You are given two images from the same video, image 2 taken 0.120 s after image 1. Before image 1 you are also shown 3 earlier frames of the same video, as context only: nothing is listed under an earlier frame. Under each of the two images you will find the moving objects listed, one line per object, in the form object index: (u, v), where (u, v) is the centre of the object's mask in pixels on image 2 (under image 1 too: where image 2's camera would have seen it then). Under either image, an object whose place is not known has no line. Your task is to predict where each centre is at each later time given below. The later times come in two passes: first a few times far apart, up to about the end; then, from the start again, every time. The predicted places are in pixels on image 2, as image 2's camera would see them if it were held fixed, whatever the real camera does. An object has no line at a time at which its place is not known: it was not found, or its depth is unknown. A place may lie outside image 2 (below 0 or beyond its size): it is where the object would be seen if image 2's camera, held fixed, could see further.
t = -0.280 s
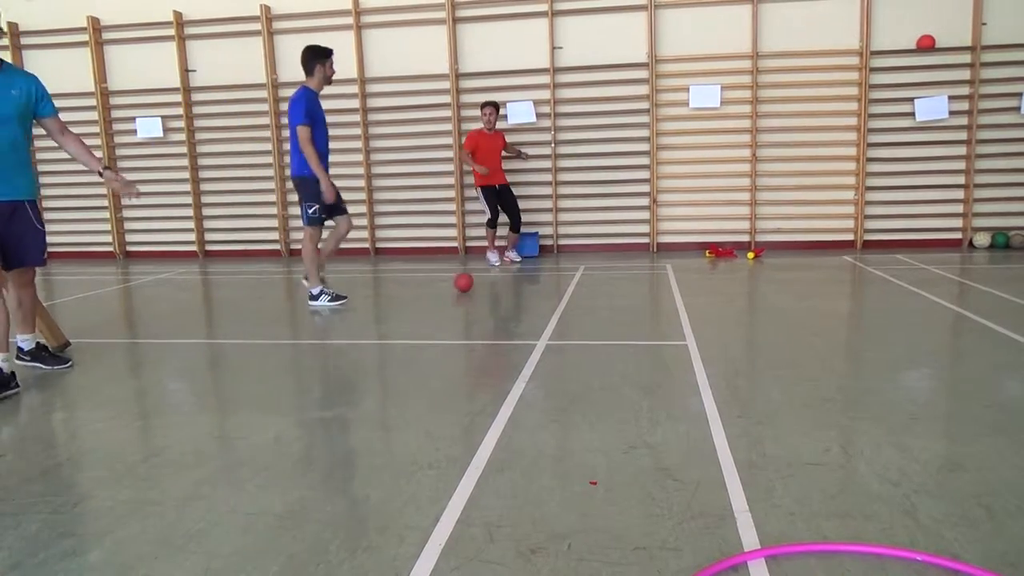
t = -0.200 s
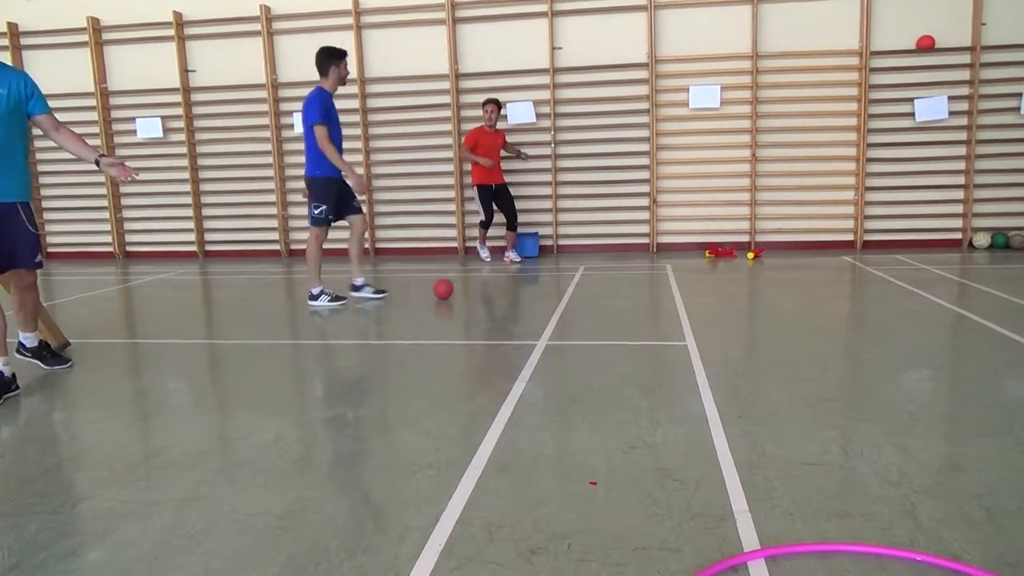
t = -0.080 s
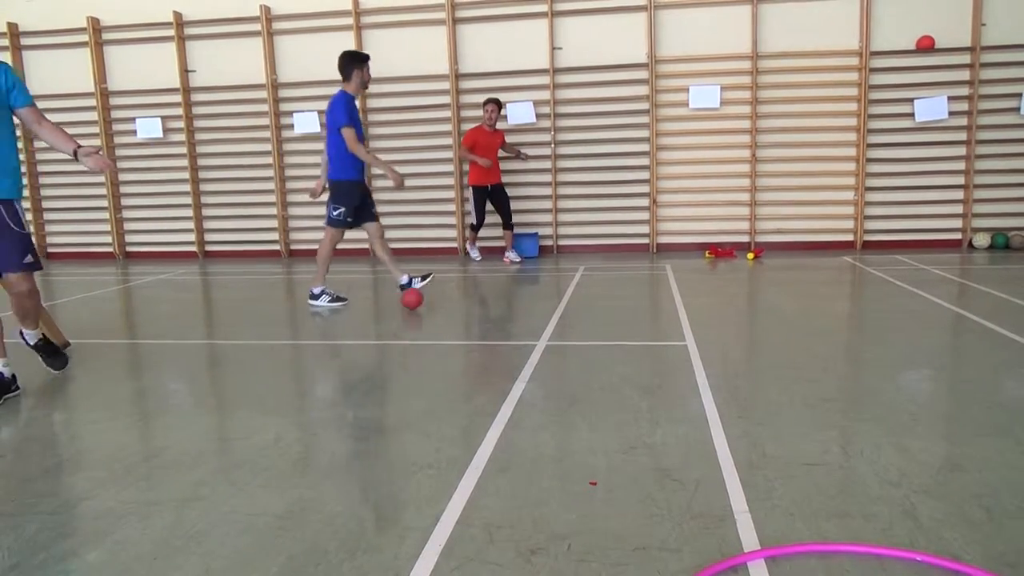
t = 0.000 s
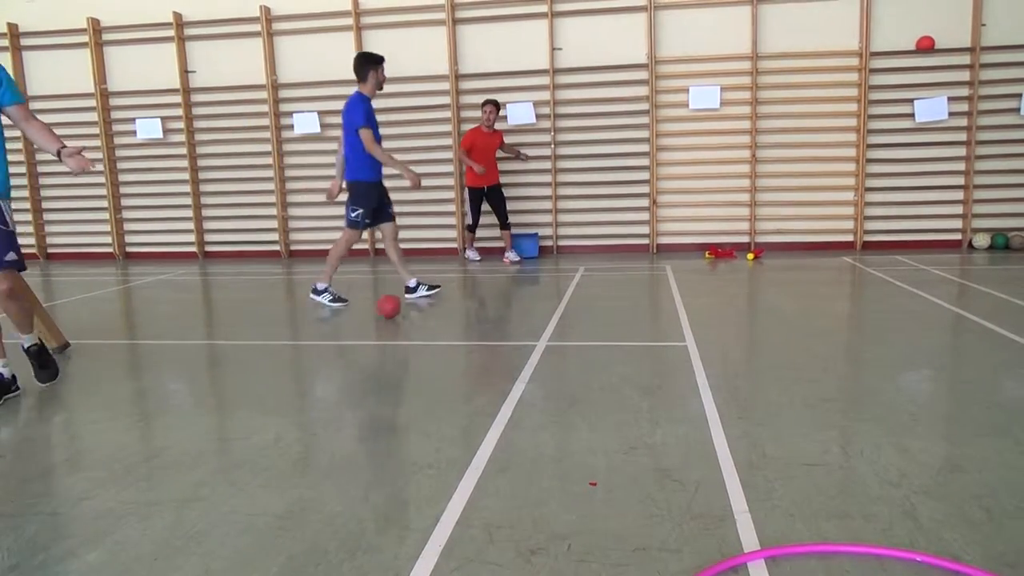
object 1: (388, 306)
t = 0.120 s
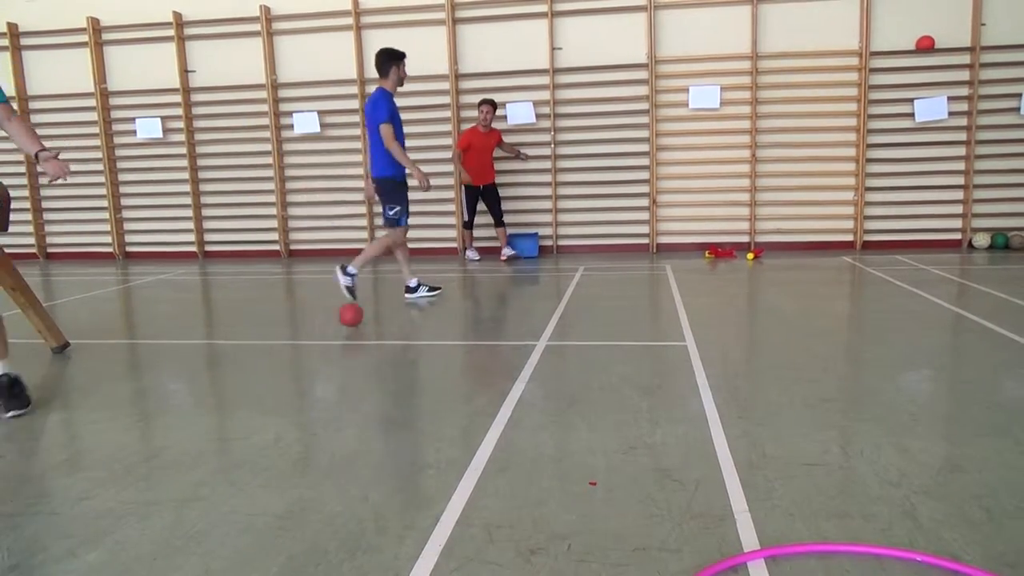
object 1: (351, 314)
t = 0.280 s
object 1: (291, 331)
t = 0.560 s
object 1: (155, 379)
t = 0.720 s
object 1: (46, 417)
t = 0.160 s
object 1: (336, 319)
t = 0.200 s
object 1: (321, 327)
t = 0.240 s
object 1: (306, 329)
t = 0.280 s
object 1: (291, 331)
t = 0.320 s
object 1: (274, 336)
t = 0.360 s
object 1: (257, 346)
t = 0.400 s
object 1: (239, 354)
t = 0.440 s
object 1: (220, 358)
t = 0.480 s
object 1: (199, 367)
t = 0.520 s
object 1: (178, 372)
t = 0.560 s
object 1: (155, 379)
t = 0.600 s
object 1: (130, 389)
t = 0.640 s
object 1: (104, 396)
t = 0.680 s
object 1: (77, 406)
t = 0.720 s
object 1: (46, 417)
